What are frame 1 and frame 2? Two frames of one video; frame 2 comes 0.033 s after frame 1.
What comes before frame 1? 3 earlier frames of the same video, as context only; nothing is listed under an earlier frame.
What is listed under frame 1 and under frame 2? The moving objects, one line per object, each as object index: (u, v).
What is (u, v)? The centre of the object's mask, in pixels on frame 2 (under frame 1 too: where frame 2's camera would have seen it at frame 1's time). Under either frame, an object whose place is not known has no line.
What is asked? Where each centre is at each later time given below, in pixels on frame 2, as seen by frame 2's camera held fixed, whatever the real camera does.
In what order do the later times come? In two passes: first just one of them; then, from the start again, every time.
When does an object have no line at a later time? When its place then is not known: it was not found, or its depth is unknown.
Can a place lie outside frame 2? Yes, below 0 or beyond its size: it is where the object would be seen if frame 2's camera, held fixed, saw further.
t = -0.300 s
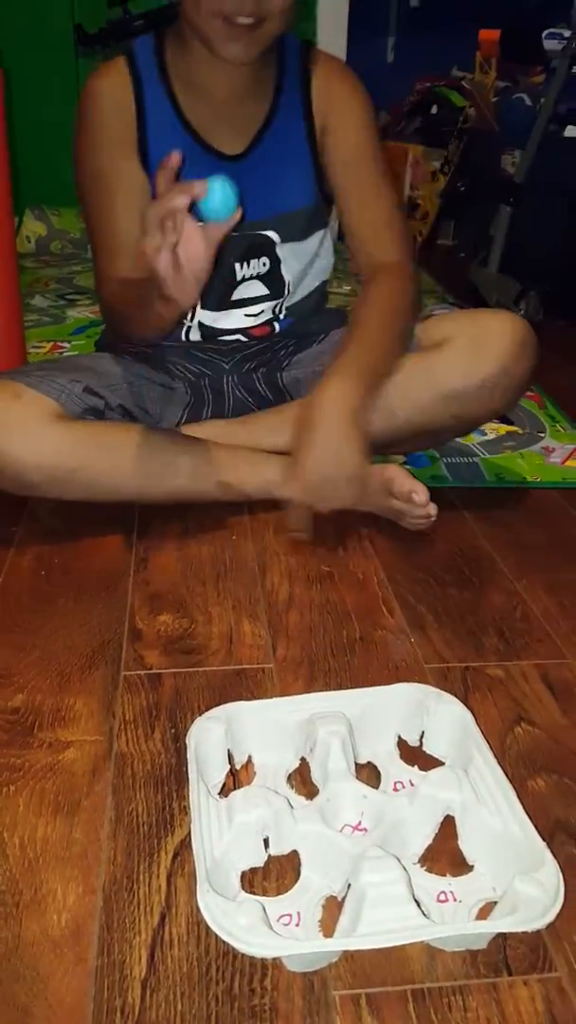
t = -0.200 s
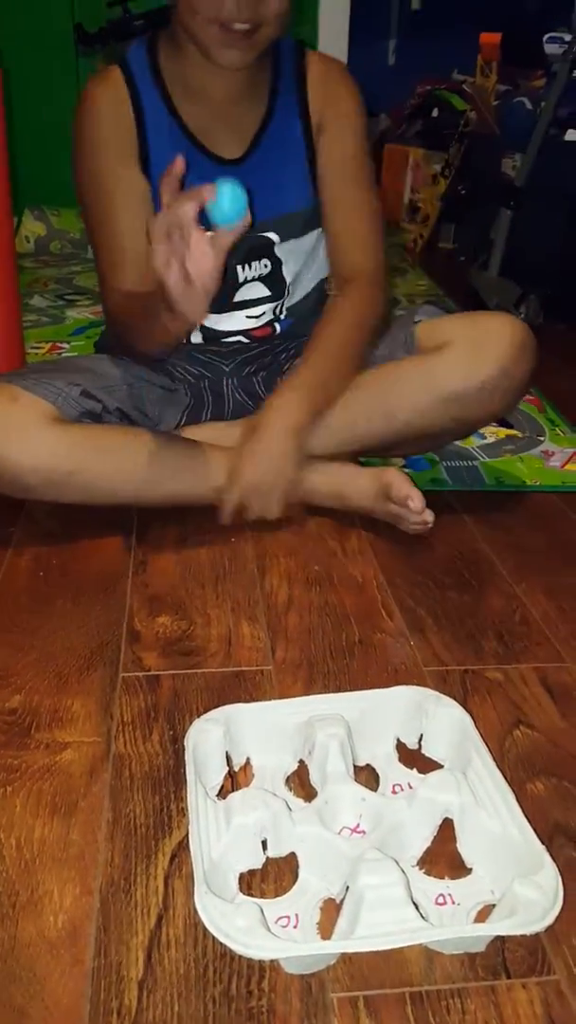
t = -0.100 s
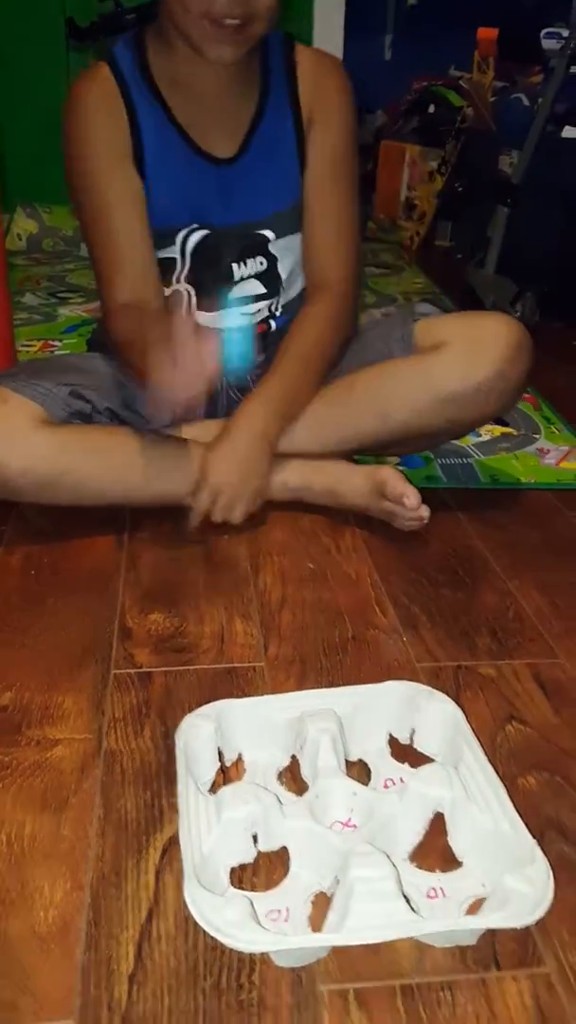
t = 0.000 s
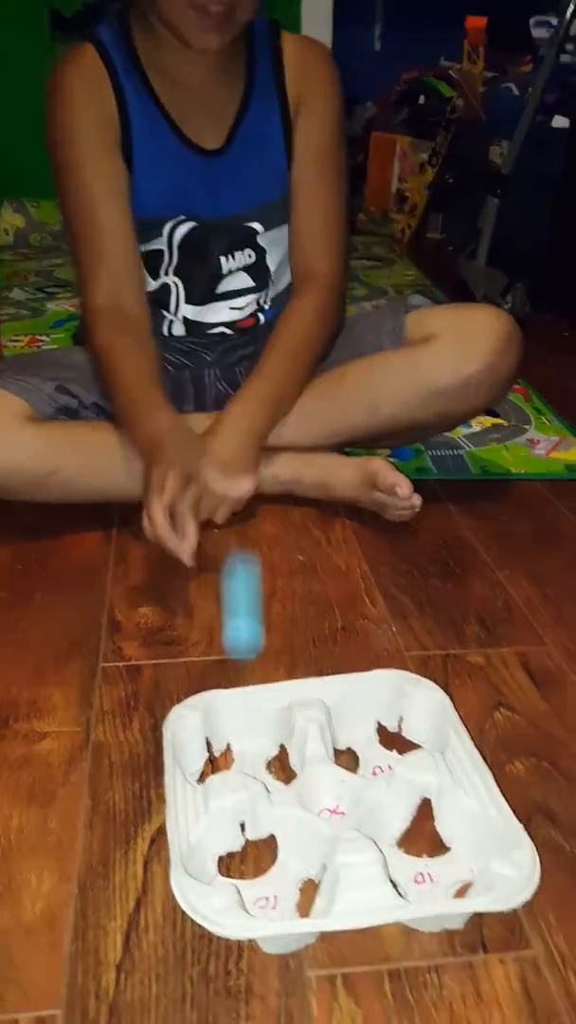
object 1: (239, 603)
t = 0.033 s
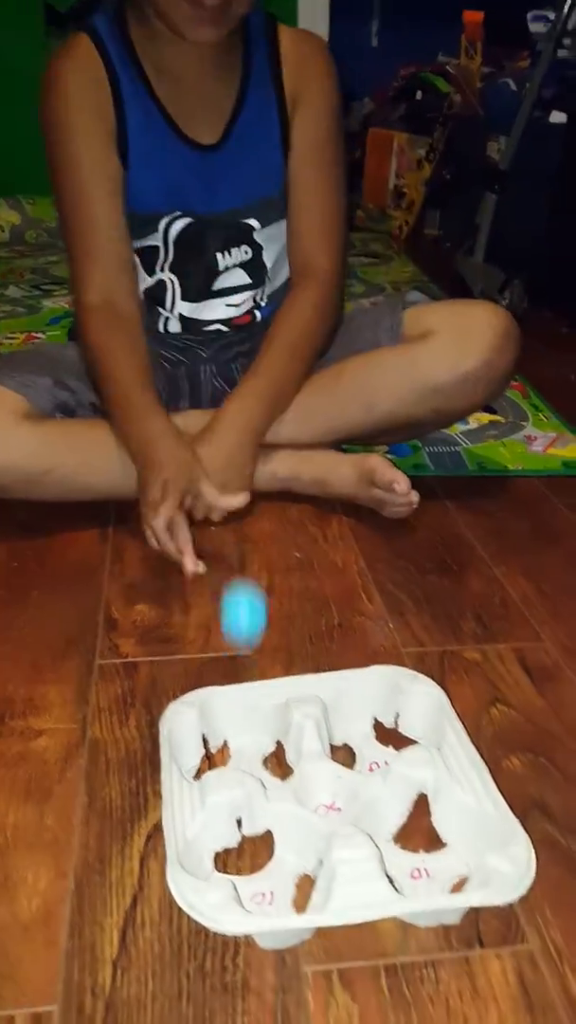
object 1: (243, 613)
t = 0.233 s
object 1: (274, 632)
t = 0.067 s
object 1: (247, 585)
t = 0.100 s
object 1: (252, 566)
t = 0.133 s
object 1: (257, 561)
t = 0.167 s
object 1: (262, 570)
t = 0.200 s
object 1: (268, 593)
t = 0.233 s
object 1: (274, 632)
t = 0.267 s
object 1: (279, 682)
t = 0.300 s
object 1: (288, 756)
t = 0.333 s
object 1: (316, 772)
